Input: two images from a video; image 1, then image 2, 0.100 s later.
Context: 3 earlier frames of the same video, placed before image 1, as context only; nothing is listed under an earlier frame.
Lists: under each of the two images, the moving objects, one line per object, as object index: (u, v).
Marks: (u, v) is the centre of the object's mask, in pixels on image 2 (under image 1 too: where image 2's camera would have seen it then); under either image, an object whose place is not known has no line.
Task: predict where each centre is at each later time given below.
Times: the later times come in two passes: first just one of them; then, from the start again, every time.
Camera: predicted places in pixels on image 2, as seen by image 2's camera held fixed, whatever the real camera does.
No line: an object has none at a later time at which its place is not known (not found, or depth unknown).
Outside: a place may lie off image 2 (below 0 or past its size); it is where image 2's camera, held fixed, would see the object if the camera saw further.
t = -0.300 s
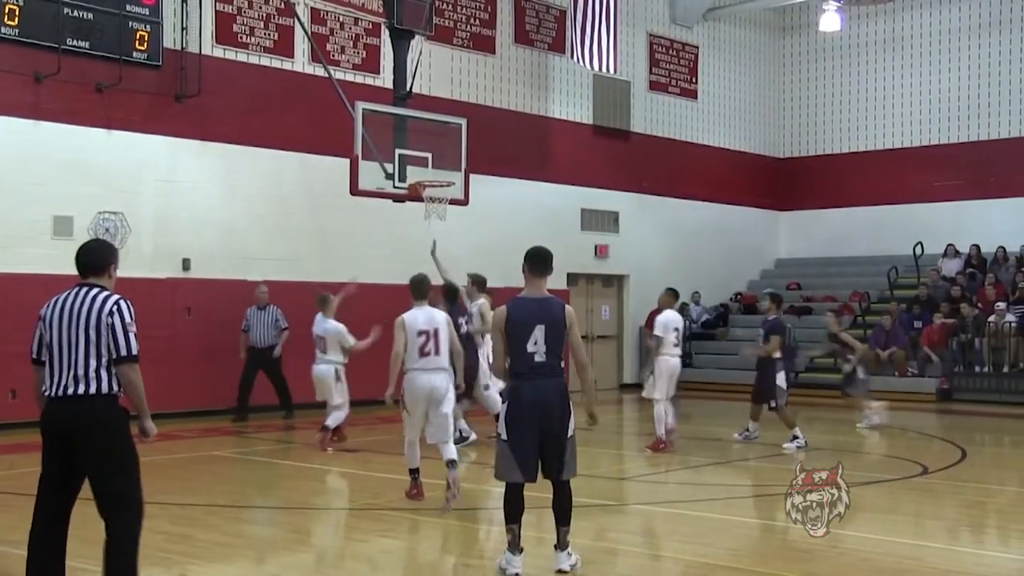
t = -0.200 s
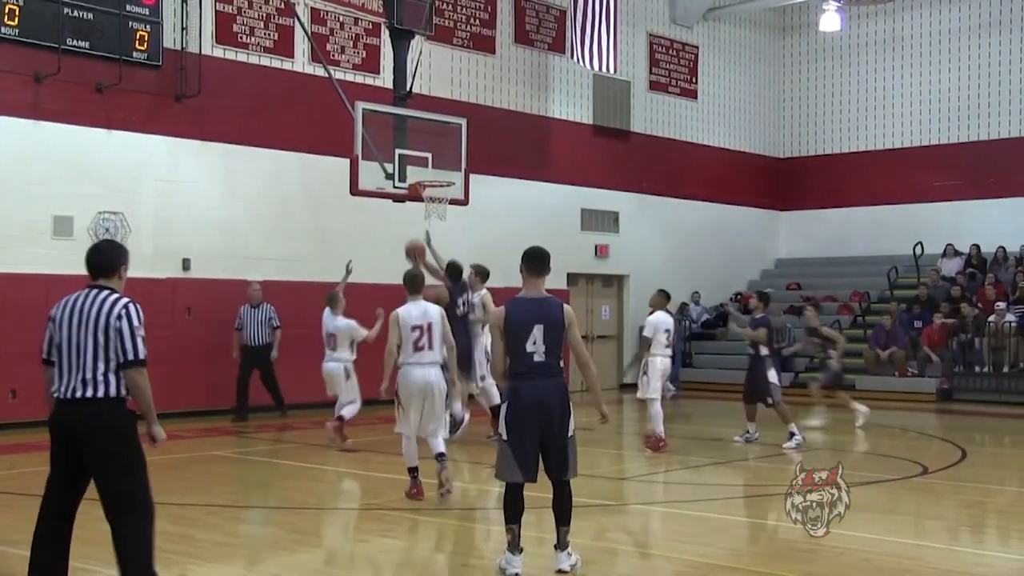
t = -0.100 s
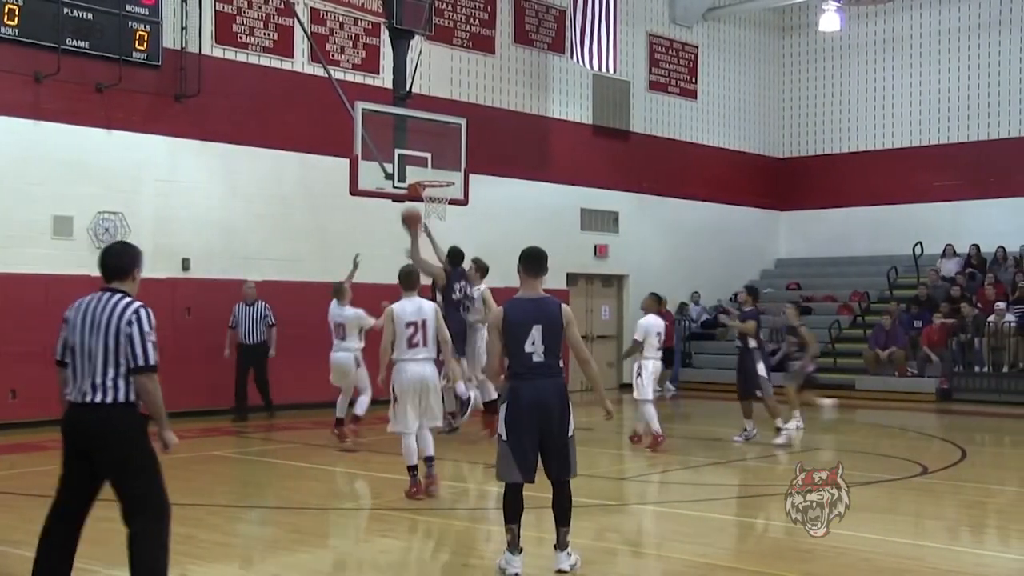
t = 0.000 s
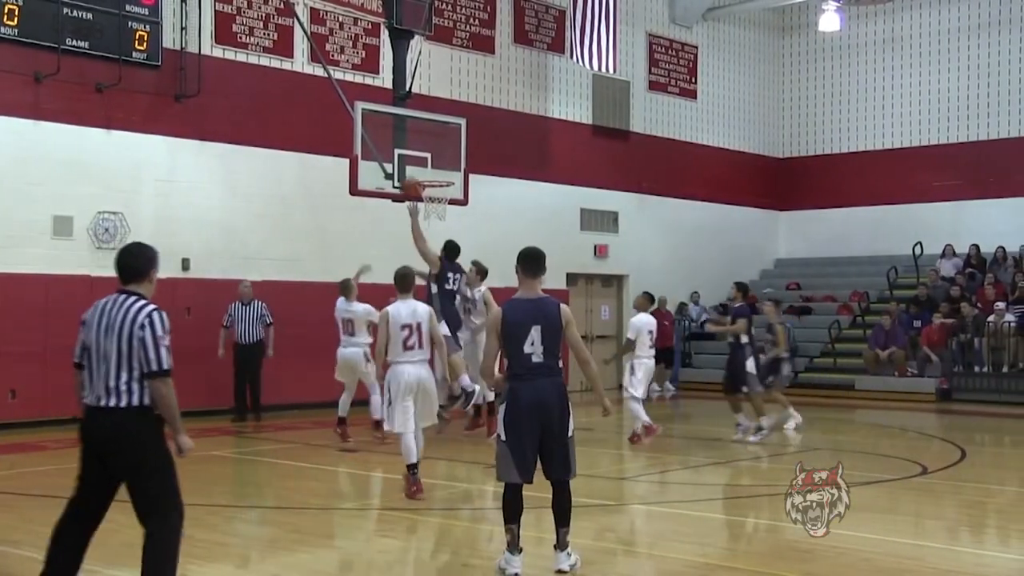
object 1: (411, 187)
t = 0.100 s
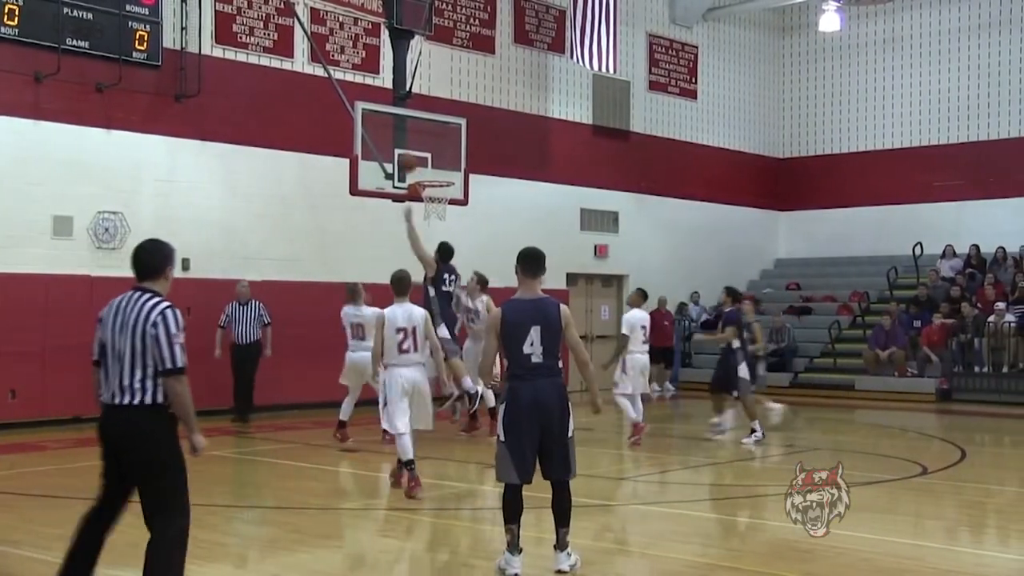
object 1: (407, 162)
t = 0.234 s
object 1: (404, 143)
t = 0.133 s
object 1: (406, 155)
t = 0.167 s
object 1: (405, 150)
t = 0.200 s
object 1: (405, 146)
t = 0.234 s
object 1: (404, 143)
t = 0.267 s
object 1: (404, 141)
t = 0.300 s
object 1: (403, 140)
